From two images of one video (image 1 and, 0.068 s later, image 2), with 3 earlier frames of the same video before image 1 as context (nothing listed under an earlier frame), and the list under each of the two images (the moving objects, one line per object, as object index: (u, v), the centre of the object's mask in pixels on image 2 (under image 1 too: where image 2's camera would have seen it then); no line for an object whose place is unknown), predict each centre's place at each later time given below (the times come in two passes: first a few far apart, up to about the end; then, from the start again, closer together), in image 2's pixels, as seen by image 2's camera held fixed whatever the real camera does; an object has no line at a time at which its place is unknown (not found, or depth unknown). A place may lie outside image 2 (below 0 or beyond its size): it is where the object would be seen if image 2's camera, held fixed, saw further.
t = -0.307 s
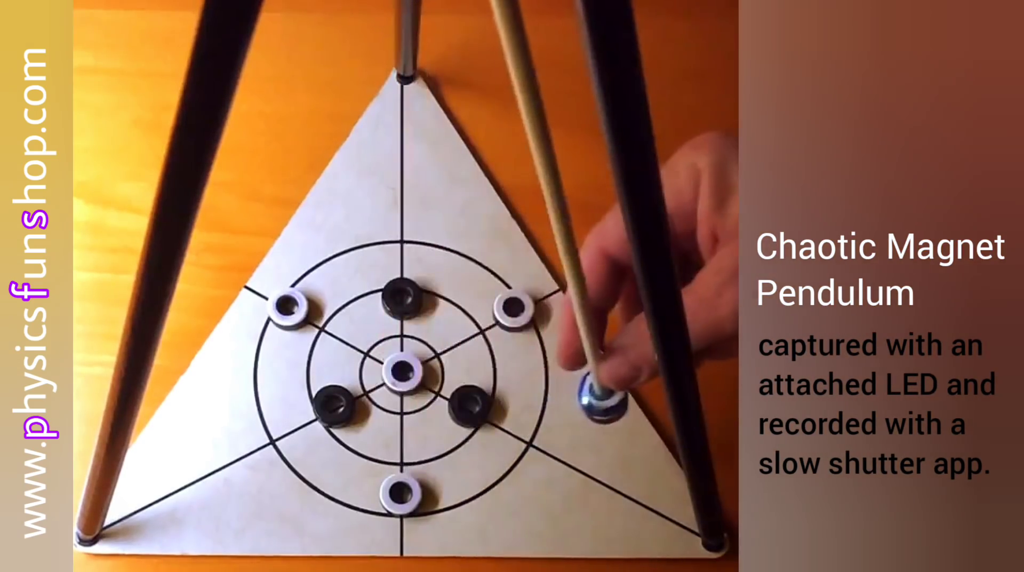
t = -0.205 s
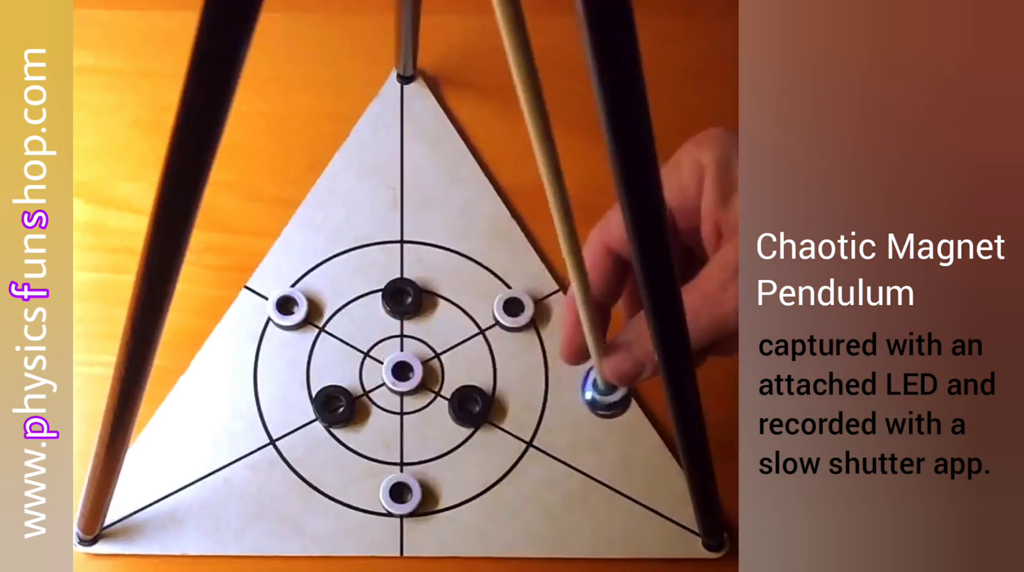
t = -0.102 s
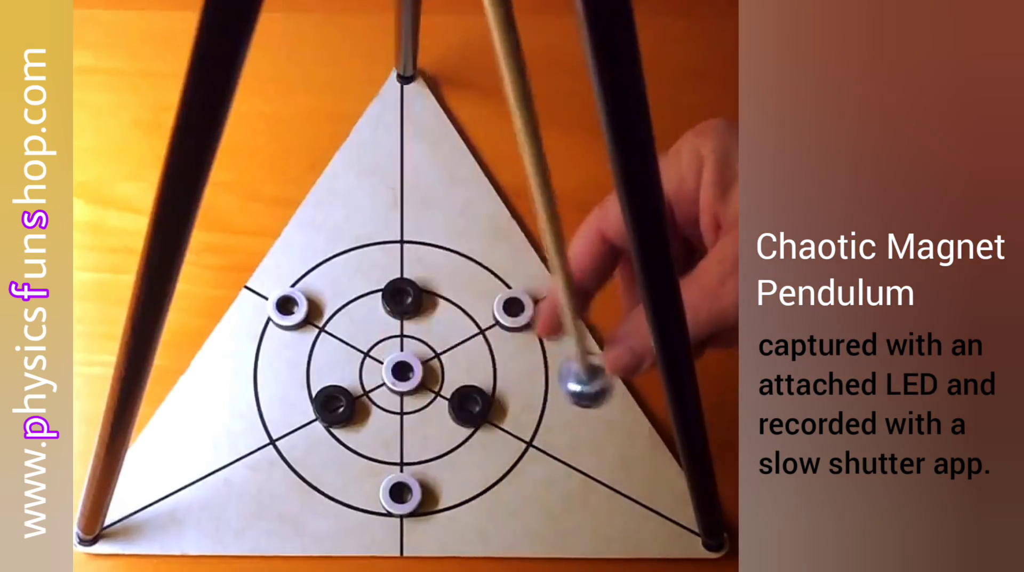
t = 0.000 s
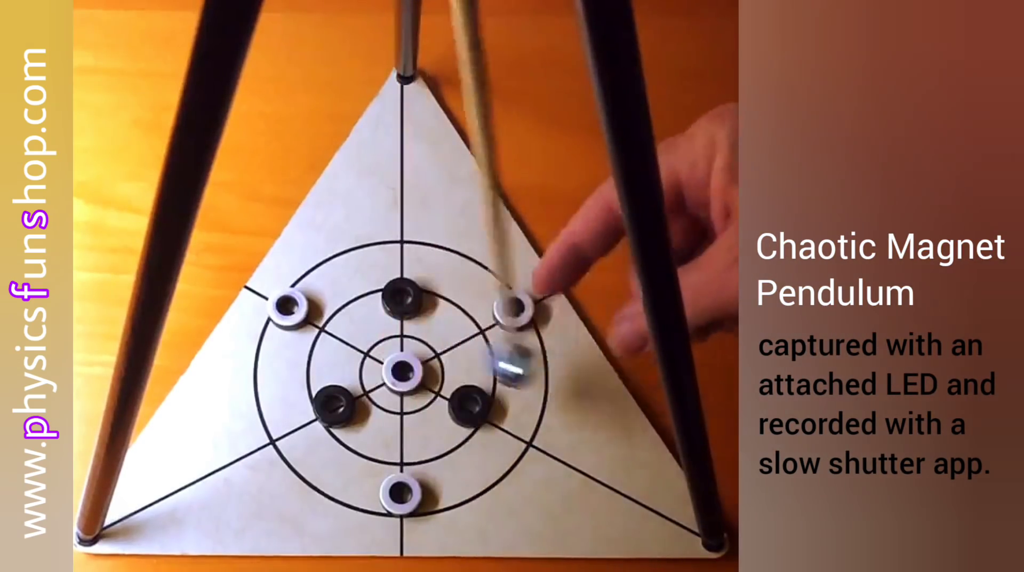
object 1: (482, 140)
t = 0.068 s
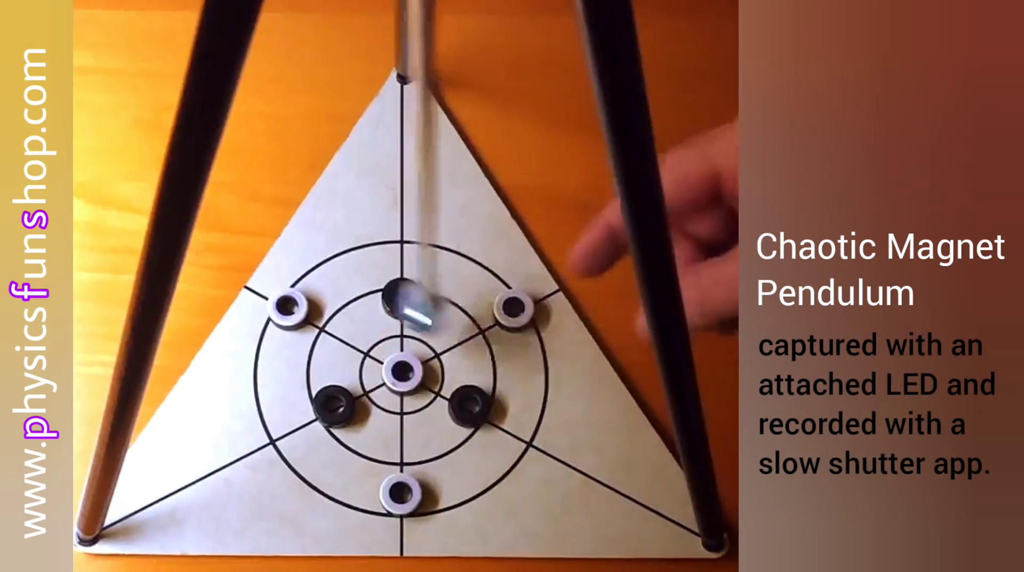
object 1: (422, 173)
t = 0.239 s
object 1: (275, 171)
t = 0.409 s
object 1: (241, 176)
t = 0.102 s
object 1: (407, 169)
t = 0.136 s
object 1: (365, 170)
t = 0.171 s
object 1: (342, 177)
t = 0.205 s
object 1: (317, 178)
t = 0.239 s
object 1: (275, 171)
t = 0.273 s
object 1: (259, 175)
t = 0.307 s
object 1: (249, 172)
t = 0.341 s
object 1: (243, 160)
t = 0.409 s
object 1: (241, 176)
